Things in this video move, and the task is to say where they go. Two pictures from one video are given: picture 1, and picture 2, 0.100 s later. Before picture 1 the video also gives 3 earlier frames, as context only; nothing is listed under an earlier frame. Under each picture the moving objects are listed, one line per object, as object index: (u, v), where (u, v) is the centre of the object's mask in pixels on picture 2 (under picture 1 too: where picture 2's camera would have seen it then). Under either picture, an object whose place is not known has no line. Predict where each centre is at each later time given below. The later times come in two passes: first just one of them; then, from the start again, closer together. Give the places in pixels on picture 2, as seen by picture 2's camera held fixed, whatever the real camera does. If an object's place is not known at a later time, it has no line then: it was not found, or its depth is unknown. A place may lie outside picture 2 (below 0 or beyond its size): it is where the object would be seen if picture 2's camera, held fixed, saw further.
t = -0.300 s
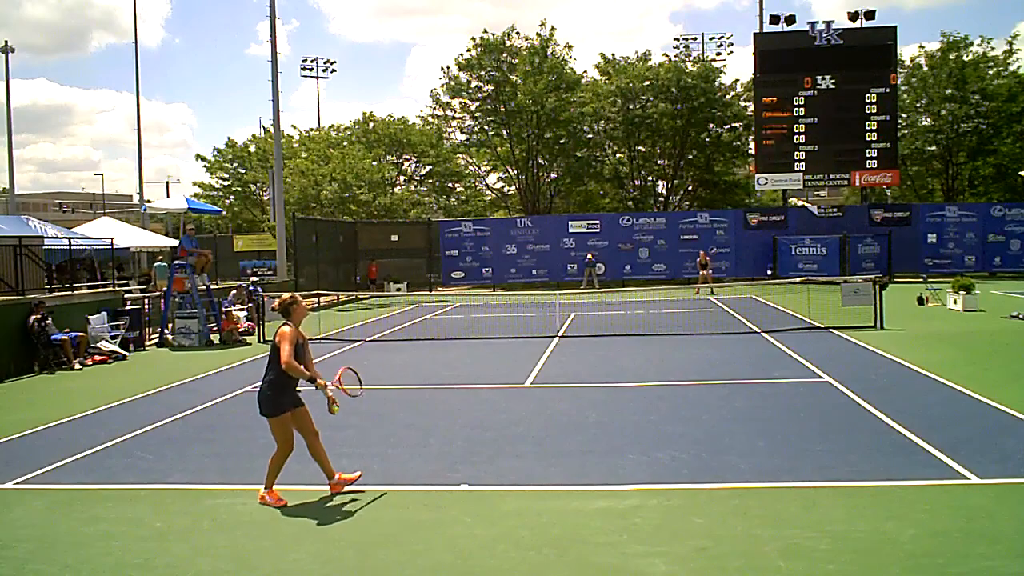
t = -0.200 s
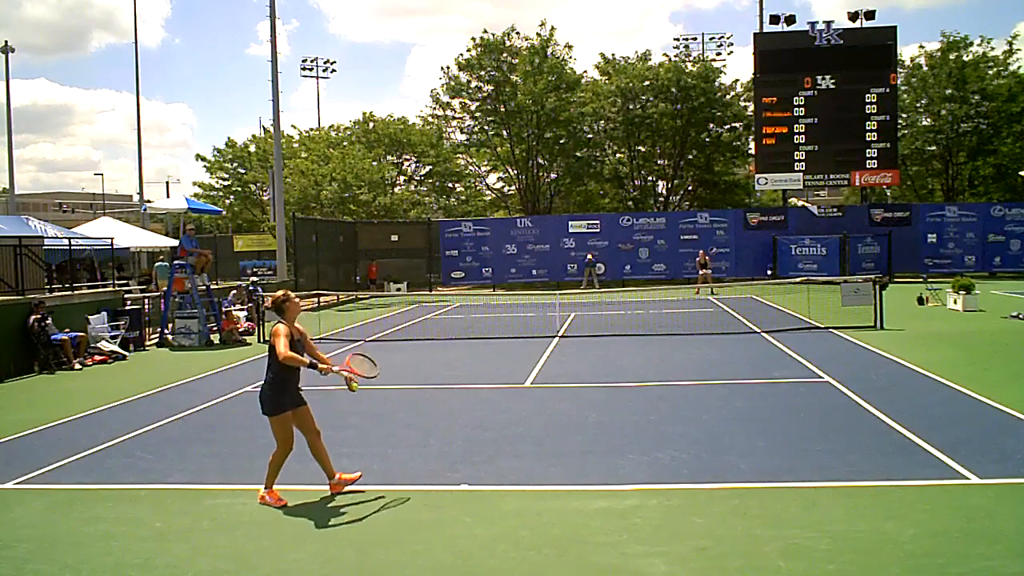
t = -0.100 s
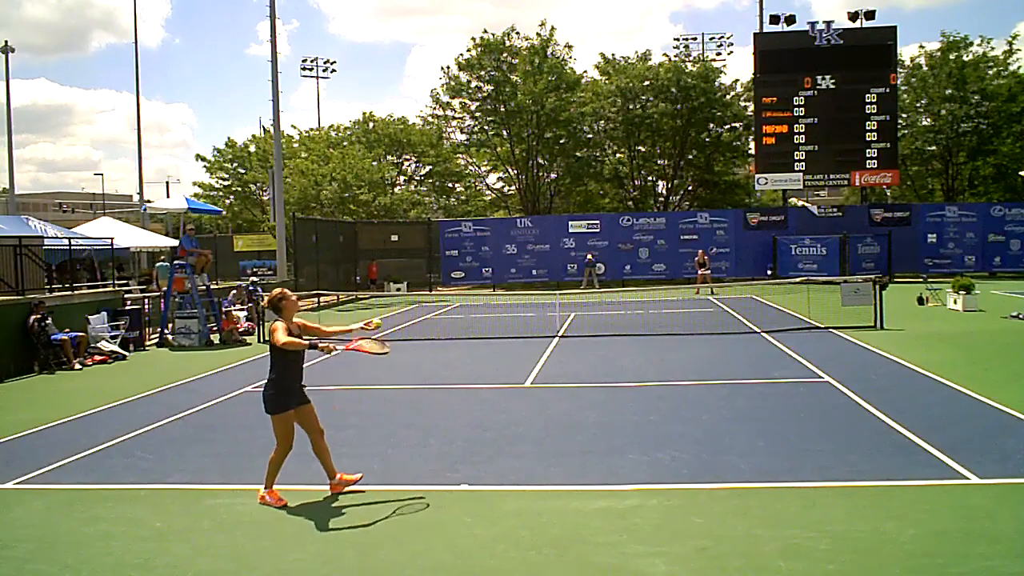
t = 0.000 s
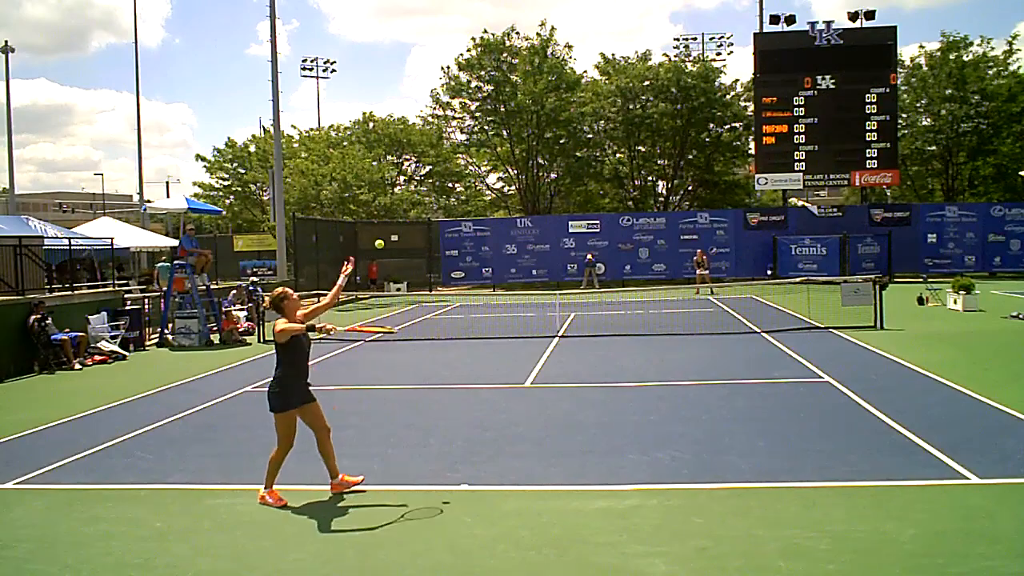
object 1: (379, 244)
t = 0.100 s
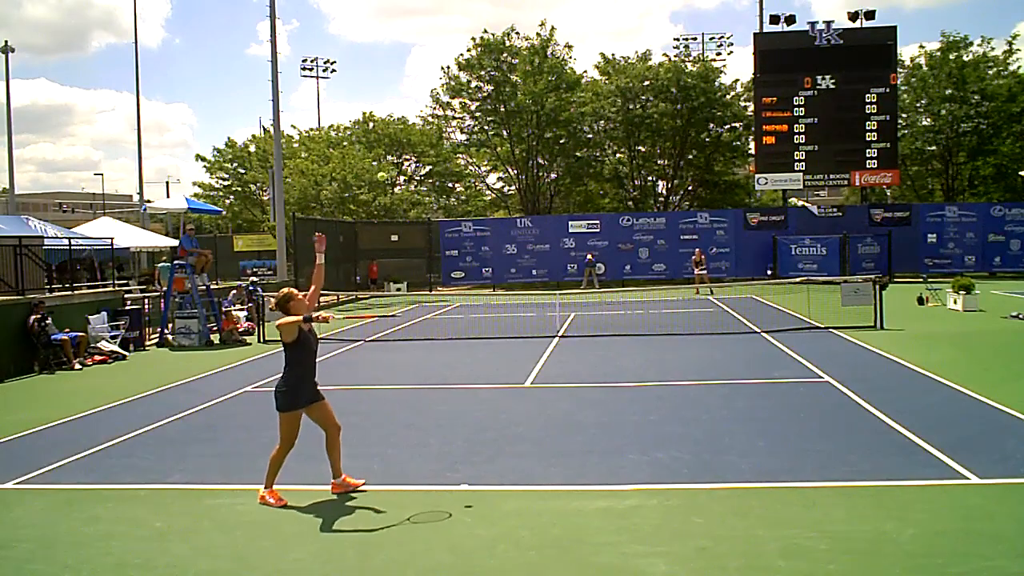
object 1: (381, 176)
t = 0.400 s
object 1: (392, 45)
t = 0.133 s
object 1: (382, 156)
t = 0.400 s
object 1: (392, 45)
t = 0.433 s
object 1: (394, 37)
